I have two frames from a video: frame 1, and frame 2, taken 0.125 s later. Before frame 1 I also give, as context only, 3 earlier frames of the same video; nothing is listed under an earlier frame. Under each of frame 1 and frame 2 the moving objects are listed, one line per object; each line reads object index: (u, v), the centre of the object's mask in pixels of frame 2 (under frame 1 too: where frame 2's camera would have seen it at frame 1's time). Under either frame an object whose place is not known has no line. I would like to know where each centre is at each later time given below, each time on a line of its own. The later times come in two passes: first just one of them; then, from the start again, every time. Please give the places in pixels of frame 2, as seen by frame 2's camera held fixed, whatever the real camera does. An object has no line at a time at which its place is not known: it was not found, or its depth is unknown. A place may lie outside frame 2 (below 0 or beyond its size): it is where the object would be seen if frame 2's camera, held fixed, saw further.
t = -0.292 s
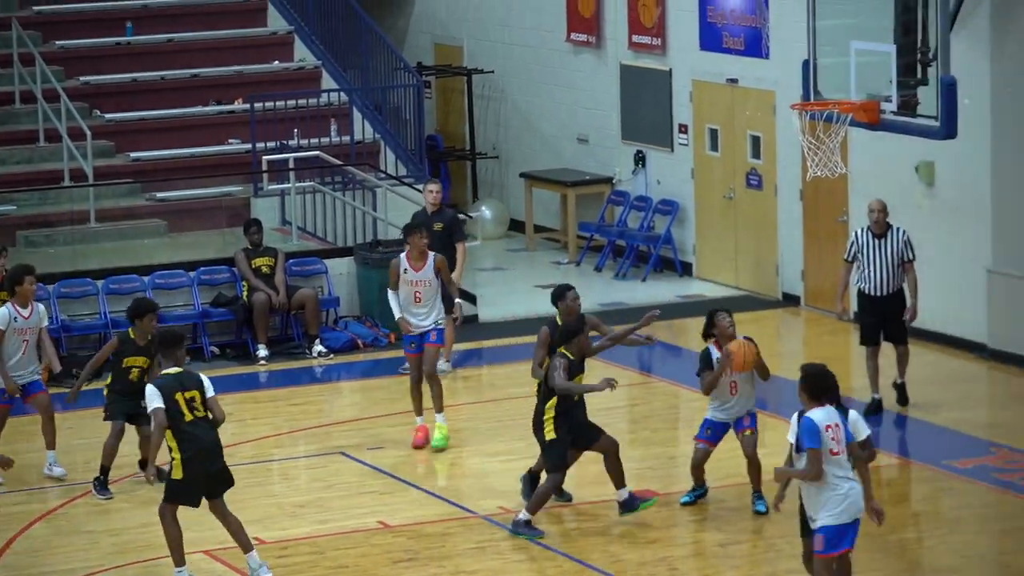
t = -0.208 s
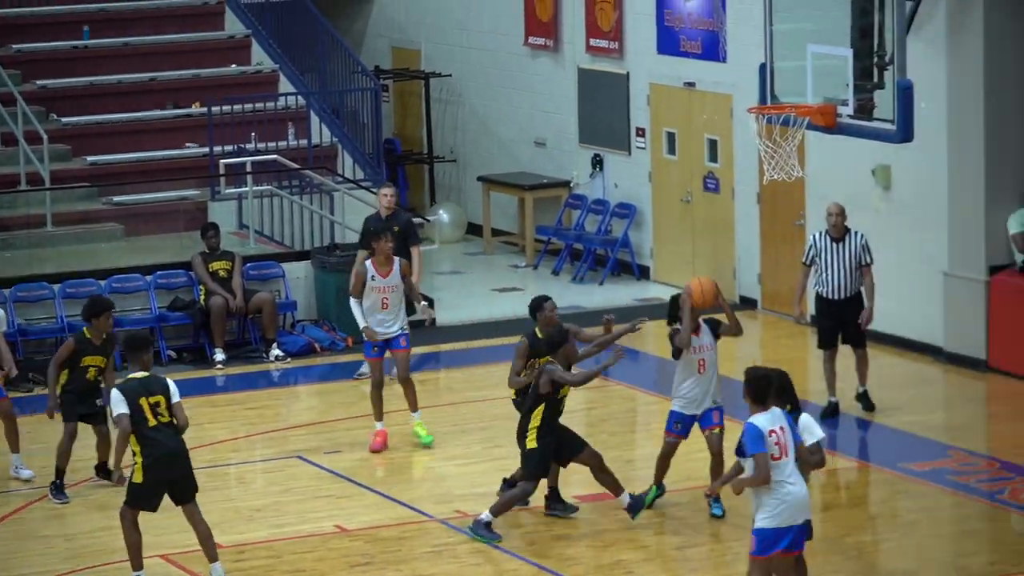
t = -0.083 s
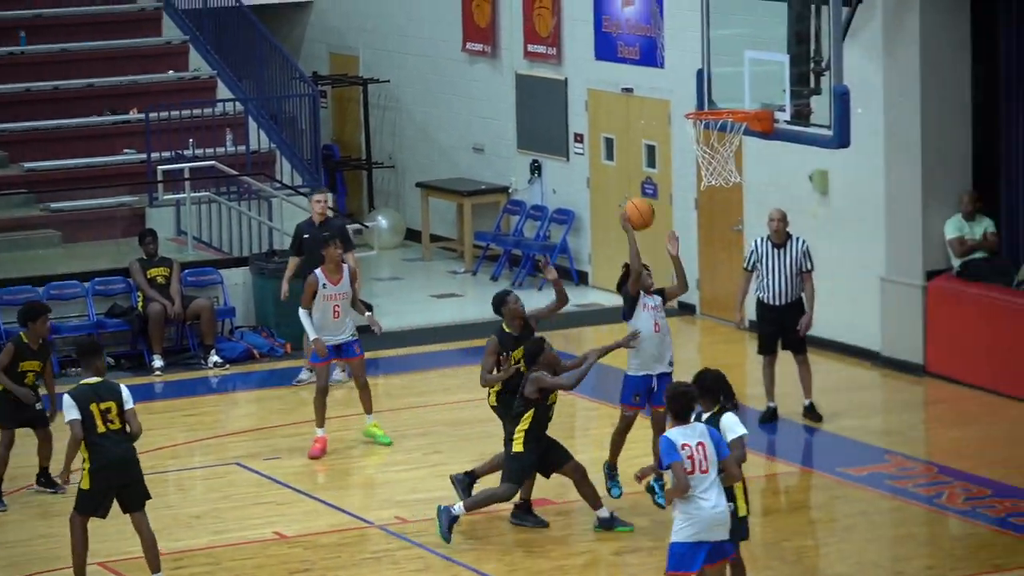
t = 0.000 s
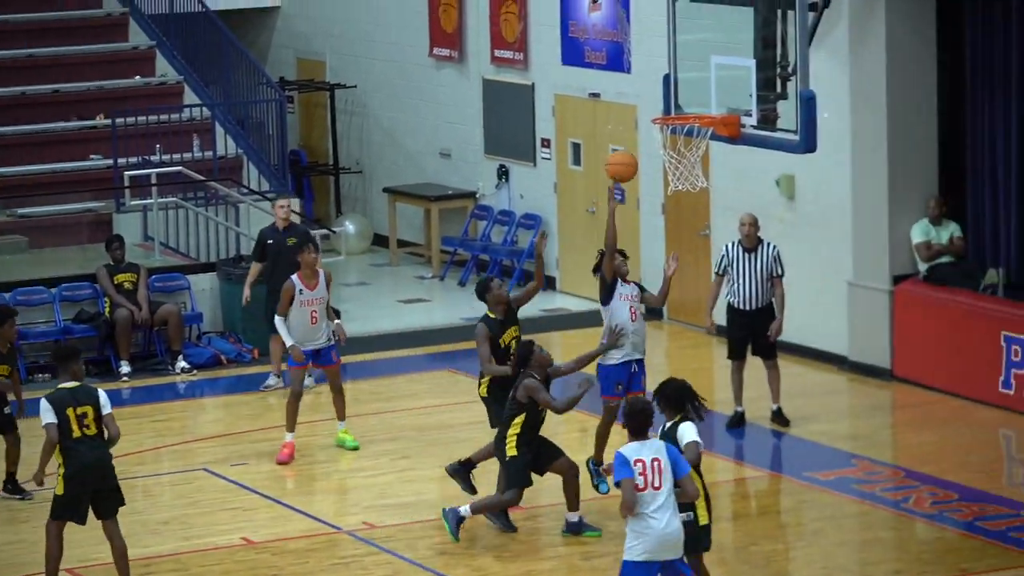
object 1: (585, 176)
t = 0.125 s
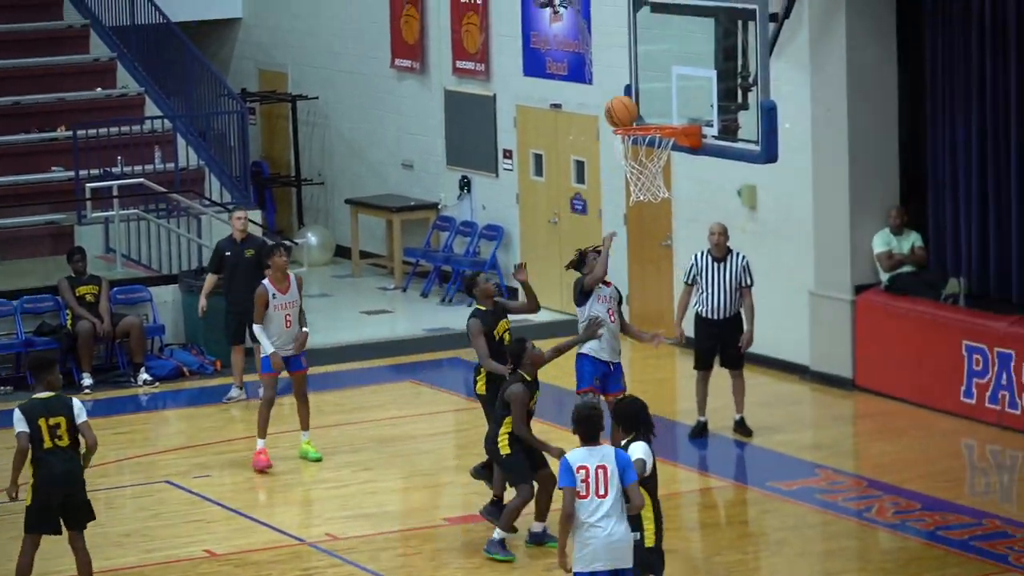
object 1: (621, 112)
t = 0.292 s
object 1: (653, 73)
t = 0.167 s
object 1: (630, 100)
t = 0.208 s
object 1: (644, 84)
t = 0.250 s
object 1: (654, 74)
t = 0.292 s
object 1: (653, 73)
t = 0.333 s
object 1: (651, 75)
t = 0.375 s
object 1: (648, 81)
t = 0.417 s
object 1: (646, 87)
